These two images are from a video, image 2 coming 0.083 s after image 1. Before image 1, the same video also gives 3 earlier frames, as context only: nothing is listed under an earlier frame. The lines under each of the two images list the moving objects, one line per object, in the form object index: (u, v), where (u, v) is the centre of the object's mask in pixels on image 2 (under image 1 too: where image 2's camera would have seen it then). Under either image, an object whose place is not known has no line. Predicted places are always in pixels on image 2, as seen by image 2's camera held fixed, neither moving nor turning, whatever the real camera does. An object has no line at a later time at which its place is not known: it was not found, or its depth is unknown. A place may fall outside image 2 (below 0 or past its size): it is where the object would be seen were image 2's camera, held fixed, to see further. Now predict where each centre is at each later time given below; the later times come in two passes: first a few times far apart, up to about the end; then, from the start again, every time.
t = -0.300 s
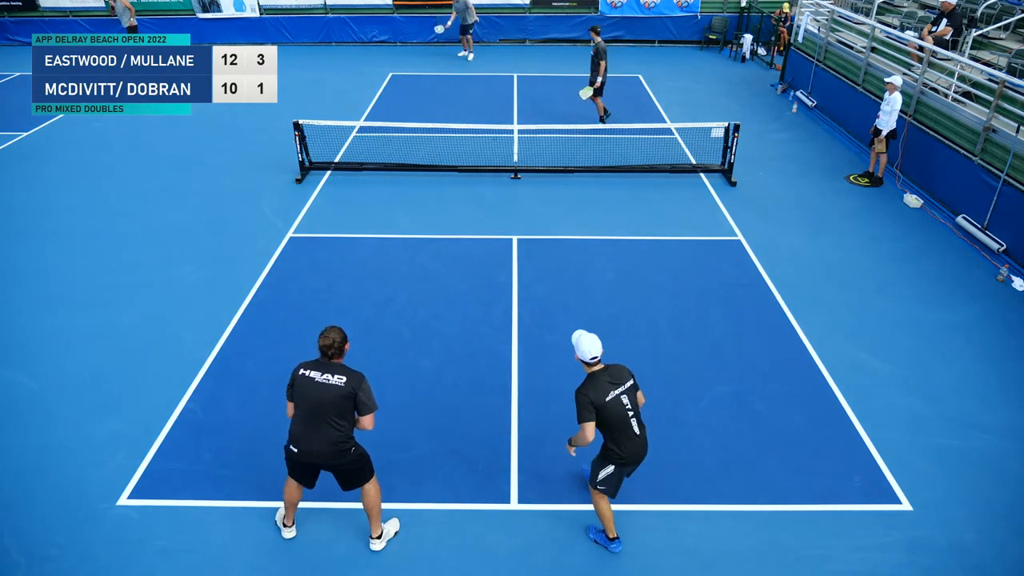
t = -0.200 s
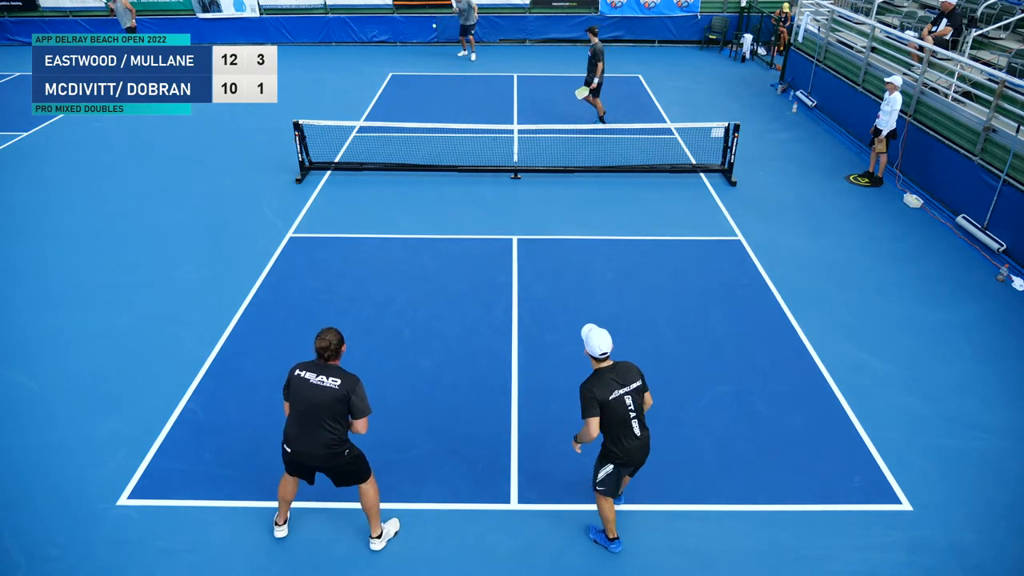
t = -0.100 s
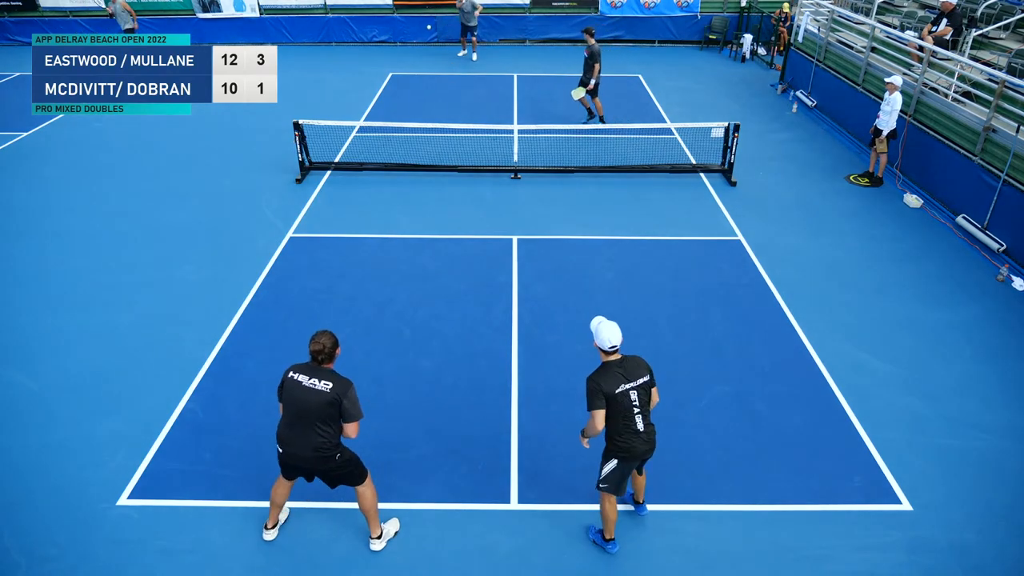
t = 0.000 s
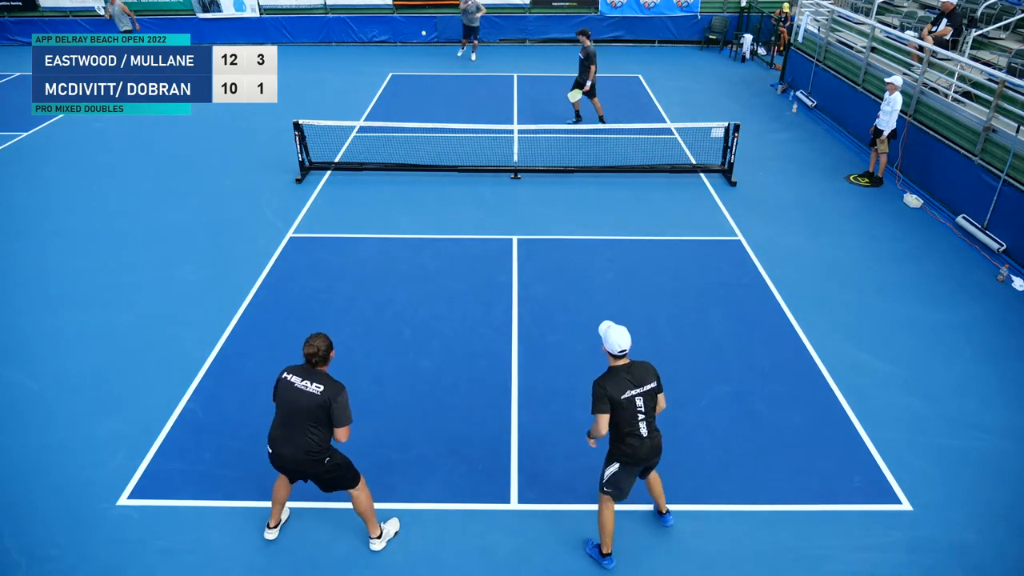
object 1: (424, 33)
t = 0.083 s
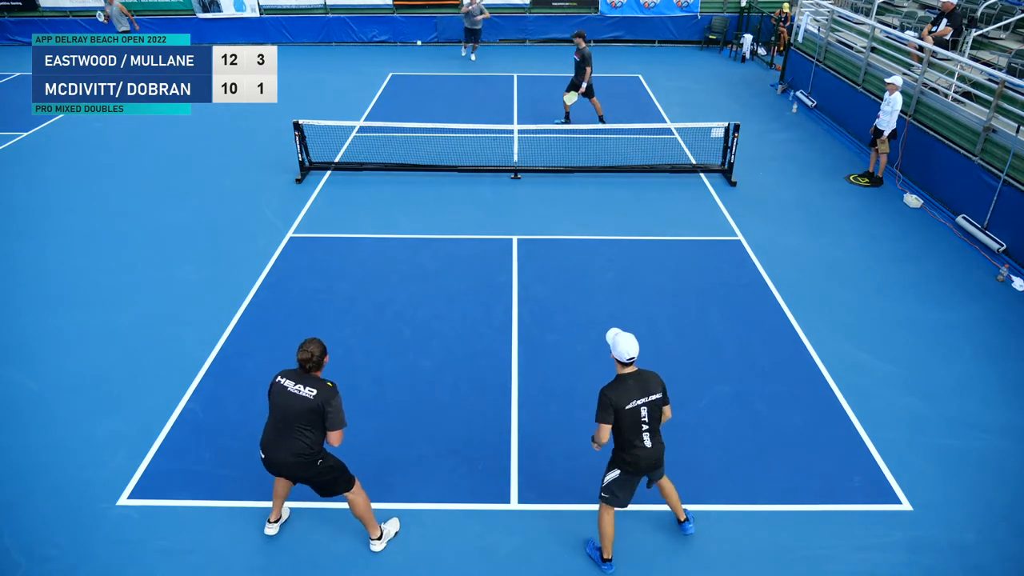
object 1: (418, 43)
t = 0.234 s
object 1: (409, 73)
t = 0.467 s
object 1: (393, 165)
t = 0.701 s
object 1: (375, 314)
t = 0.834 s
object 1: (358, 330)
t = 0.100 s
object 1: (418, 45)
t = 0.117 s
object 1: (416, 48)
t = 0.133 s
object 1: (416, 51)
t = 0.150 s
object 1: (415, 54)
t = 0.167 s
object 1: (413, 58)
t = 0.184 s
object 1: (412, 61)
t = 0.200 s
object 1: (411, 65)
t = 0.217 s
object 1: (410, 69)
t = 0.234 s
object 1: (409, 73)
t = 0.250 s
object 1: (408, 78)
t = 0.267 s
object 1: (407, 83)
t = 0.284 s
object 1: (406, 88)
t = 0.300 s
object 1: (404, 94)
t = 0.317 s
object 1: (403, 99)
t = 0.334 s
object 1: (402, 105)
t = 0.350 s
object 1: (401, 112)
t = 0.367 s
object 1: (400, 118)
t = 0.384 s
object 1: (398, 125)
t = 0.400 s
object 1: (397, 132)
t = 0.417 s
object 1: (396, 140)
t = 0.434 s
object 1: (395, 148)
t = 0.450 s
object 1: (394, 157)
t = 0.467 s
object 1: (393, 165)
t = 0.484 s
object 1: (391, 175)
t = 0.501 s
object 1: (390, 184)
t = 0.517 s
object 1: (389, 194)
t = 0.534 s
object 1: (388, 204)
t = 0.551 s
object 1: (387, 215)
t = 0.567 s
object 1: (385, 226)
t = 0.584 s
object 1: (384, 238)
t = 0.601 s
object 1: (383, 249)
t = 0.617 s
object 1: (382, 262)
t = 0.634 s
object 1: (380, 275)
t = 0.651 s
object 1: (379, 288)
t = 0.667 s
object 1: (378, 301)
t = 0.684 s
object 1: (377, 313)
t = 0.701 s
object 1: (375, 314)
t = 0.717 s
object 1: (373, 315)
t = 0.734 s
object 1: (371, 316)
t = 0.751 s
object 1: (369, 318)
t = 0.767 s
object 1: (367, 319)
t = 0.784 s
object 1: (365, 322)
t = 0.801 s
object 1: (363, 324)
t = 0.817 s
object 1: (360, 327)
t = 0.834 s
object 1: (358, 330)
